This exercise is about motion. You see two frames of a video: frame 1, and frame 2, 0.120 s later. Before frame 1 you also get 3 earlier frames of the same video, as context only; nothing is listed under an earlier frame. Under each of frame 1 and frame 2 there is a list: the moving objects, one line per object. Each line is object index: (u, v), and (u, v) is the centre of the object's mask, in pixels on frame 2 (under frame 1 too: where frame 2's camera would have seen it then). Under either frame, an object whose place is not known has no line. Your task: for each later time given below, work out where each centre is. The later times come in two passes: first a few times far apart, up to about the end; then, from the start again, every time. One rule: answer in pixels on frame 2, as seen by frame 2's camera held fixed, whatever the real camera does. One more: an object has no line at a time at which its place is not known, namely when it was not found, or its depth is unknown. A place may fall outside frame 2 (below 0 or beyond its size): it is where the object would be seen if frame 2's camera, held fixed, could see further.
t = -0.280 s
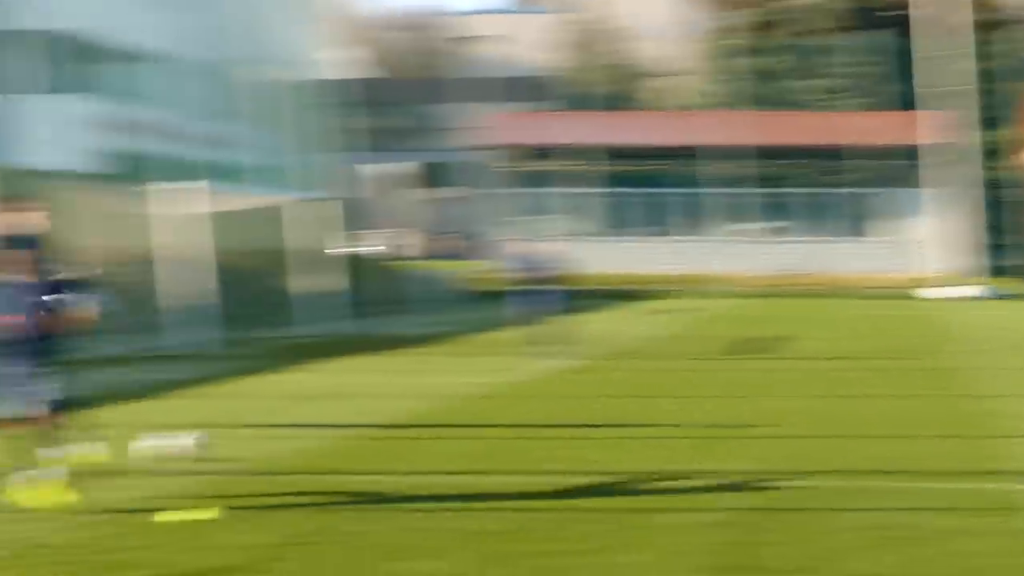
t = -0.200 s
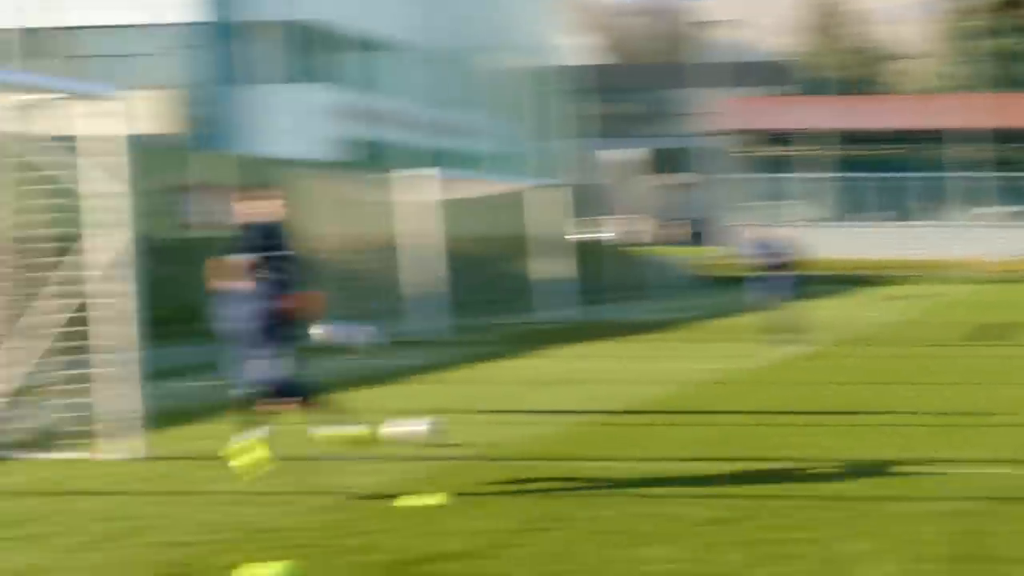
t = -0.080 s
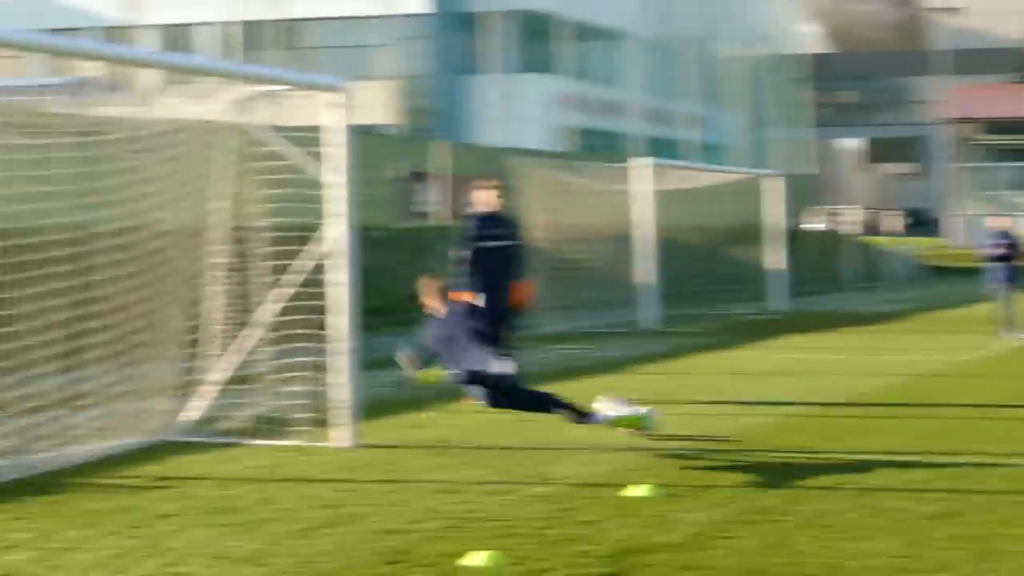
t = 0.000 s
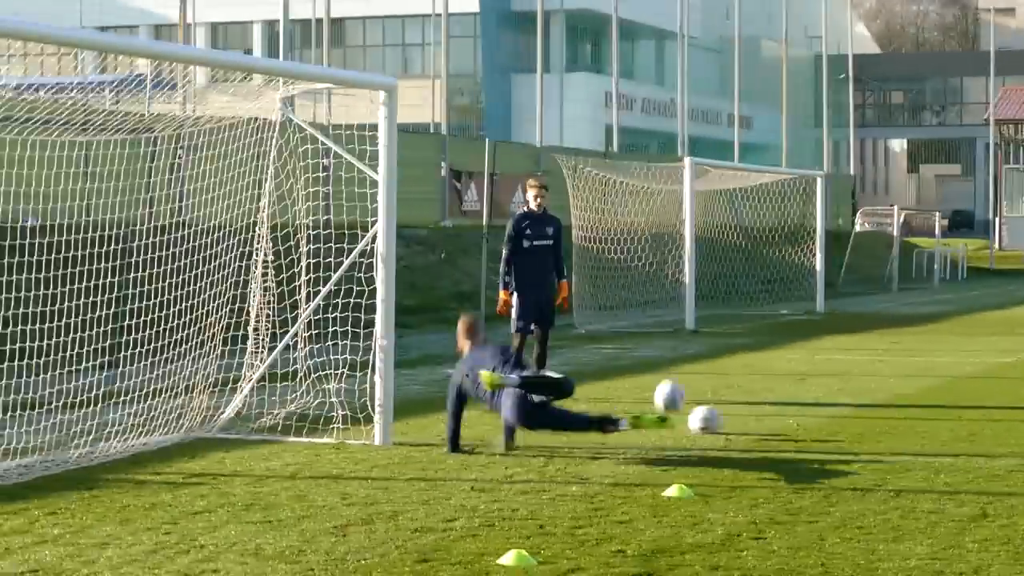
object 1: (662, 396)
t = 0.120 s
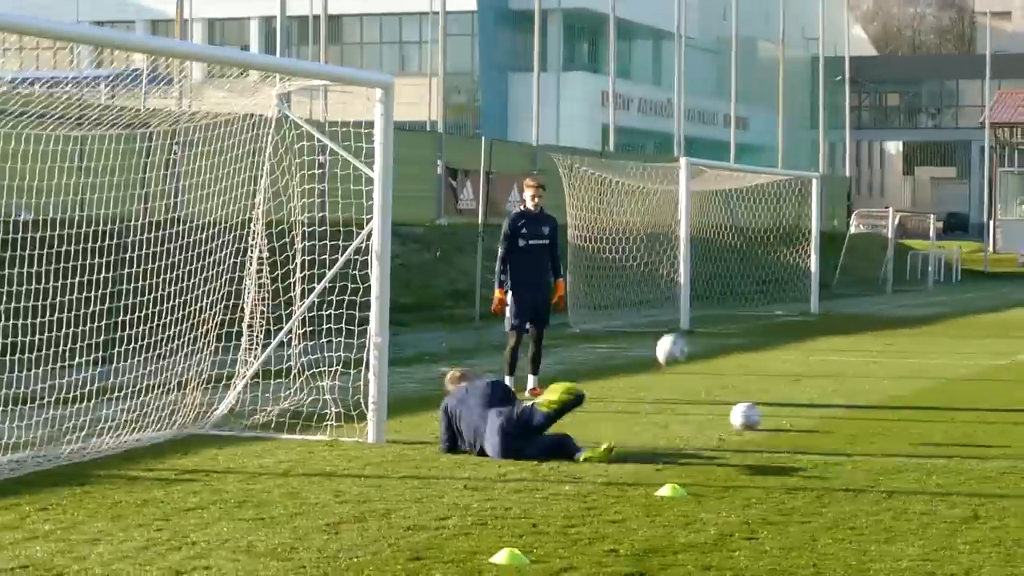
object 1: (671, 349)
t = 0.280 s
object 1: (681, 318)
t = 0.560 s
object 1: (698, 346)
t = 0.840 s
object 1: (727, 400)
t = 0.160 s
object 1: (672, 338)
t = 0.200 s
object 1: (675, 329)
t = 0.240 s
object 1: (679, 322)
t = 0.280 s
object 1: (681, 318)
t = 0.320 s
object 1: (684, 316)
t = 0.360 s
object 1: (687, 316)
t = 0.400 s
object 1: (689, 318)
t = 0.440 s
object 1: (692, 322)
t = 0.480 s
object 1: (693, 327)
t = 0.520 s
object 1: (696, 336)
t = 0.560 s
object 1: (698, 346)
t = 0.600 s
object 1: (701, 359)
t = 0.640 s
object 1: (703, 374)
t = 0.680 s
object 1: (704, 391)
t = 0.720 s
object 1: (707, 410)
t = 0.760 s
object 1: (711, 420)
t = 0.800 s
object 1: (720, 408)
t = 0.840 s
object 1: (727, 400)
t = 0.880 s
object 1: (736, 393)
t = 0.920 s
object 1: (744, 389)
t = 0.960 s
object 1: (751, 385)
